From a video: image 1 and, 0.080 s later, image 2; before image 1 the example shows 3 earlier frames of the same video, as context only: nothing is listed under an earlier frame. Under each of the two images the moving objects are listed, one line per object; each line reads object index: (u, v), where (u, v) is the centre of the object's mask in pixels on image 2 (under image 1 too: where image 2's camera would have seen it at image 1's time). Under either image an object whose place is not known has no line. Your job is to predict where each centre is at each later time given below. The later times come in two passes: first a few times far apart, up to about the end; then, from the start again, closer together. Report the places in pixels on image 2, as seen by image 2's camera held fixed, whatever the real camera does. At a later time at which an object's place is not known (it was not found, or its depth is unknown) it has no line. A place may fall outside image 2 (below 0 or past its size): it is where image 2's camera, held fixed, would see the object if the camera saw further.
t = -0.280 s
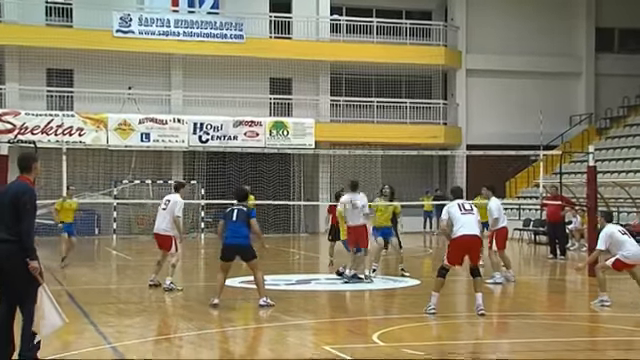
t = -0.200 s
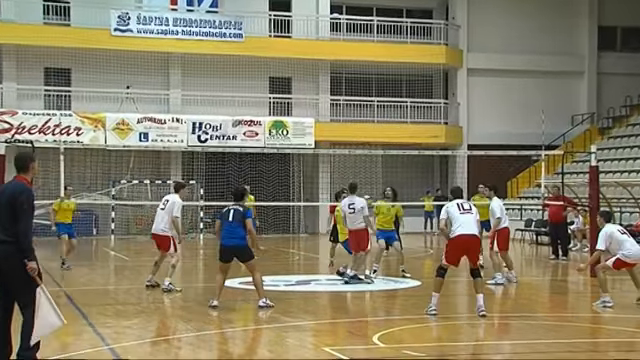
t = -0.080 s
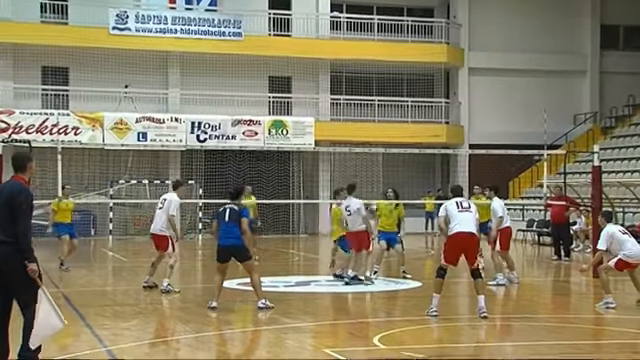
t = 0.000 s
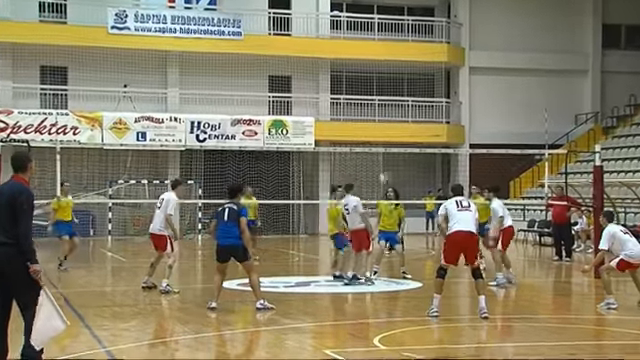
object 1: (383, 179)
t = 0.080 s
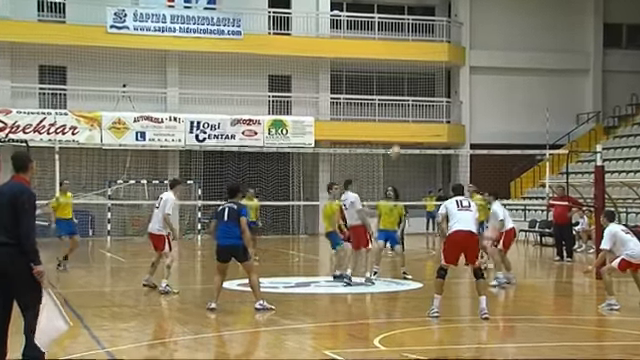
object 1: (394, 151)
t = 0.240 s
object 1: (416, 106)
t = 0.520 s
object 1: (453, 62)
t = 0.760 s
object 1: (484, 63)
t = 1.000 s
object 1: (520, 104)
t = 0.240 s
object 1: (416, 106)
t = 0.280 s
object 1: (421, 97)
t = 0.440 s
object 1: (439, 72)
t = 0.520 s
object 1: (453, 62)
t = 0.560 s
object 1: (456, 59)
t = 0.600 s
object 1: (462, 58)
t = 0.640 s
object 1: (468, 58)
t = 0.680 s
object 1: (473, 59)
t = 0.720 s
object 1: (478, 61)
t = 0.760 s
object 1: (484, 63)
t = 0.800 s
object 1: (491, 67)
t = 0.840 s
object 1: (495, 72)
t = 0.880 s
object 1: (503, 77)
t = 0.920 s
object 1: (508, 86)
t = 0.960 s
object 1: (513, 94)
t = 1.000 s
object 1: (520, 104)
